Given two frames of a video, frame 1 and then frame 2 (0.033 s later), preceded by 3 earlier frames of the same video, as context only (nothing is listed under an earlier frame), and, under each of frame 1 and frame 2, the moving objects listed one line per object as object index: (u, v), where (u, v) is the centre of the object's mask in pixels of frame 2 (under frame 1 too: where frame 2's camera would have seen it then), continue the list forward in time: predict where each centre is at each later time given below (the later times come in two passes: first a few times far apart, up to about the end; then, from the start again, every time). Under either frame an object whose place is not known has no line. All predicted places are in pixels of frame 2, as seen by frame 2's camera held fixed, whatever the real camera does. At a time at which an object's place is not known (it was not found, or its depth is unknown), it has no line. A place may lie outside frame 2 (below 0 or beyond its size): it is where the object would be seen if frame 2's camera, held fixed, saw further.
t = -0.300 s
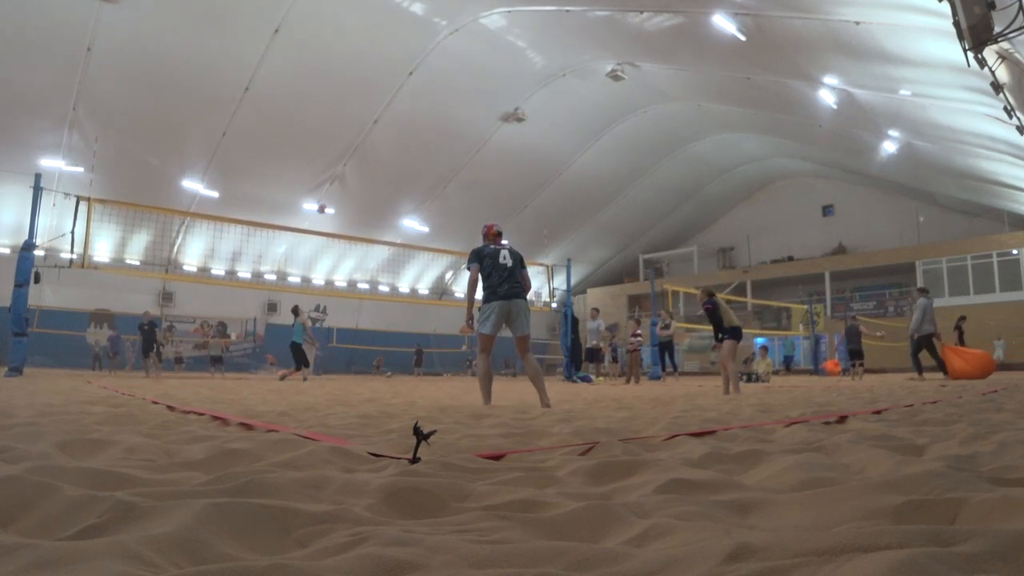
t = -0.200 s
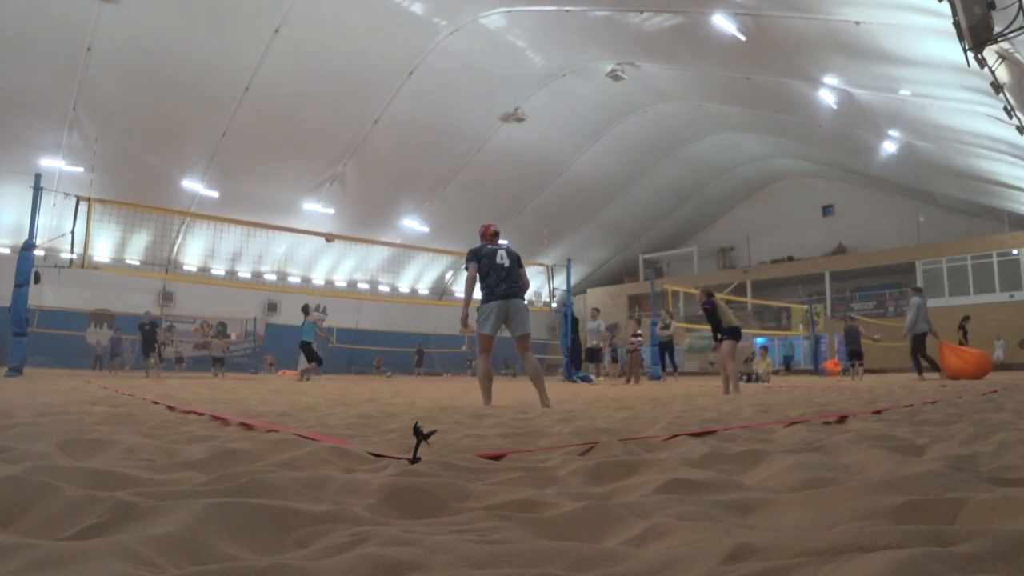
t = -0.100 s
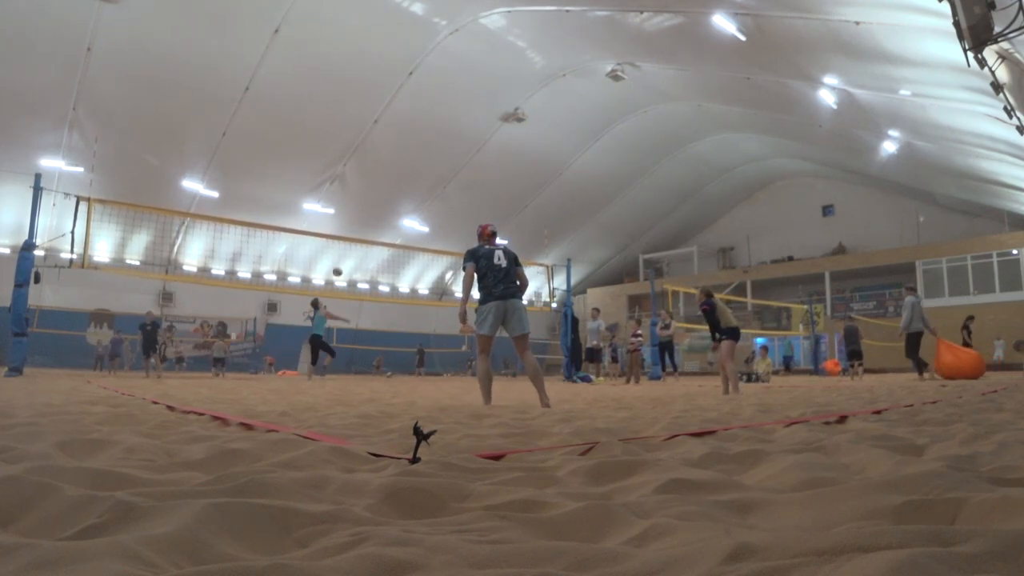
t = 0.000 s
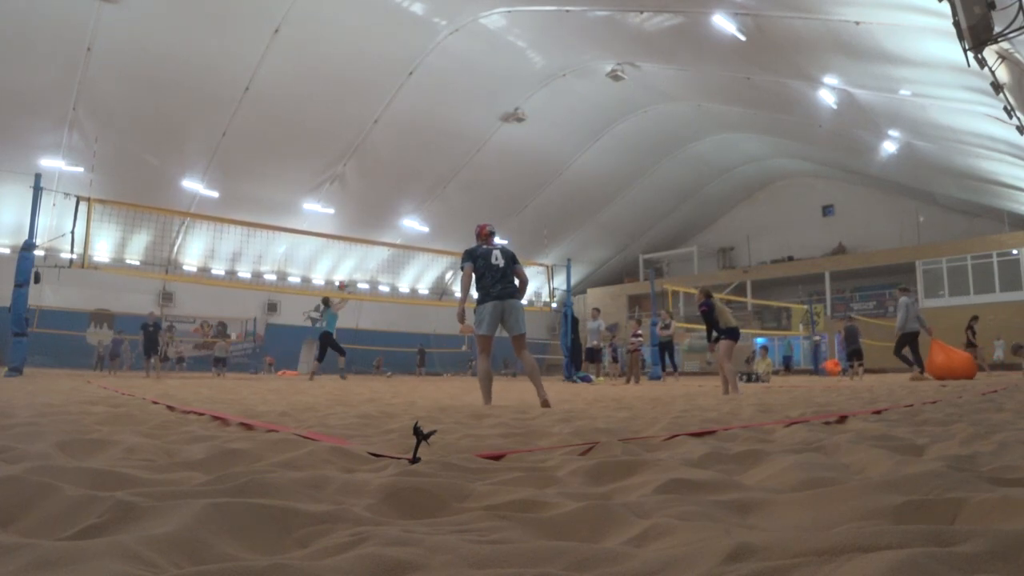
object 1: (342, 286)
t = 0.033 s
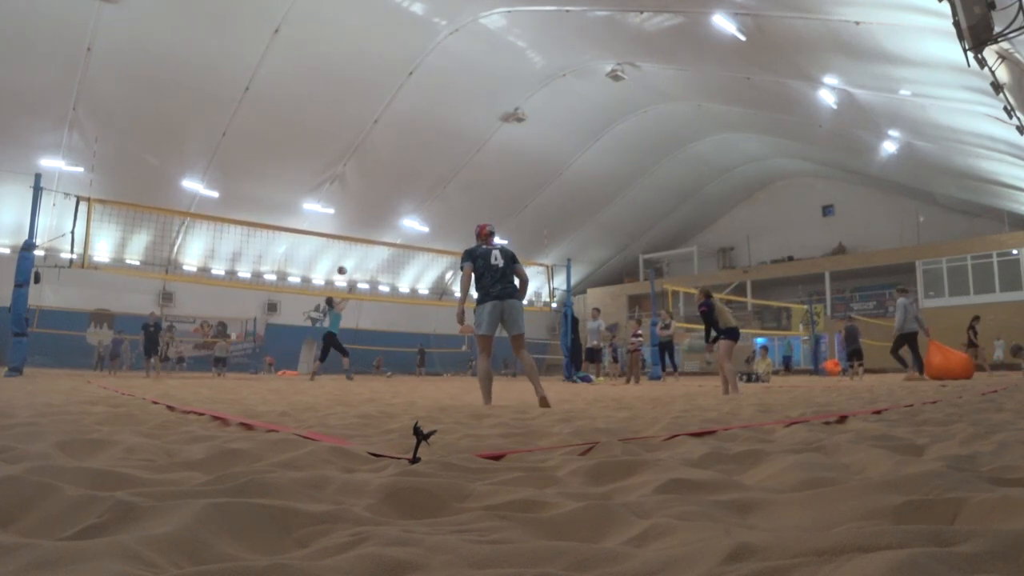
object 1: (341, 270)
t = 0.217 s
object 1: (339, 196)
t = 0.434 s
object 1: (334, 122)
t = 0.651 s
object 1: (326, 66)
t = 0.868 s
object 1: (312, 30)
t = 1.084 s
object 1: (289, 24)
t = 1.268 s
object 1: (258, 54)
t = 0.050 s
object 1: (341, 263)
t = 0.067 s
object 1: (341, 256)
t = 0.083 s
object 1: (341, 249)
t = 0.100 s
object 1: (340, 243)
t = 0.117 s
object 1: (339, 235)
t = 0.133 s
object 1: (340, 229)
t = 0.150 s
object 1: (340, 222)
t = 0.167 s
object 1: (340, 216)
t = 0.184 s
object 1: (339, 210)
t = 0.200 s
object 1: (339, 203)
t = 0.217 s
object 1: (339, 196)
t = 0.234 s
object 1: (339, 190)
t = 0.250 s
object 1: (338, 184)
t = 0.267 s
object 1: (338, 178)
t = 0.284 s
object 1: (337, 172)
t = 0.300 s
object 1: (338, 166)
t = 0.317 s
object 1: (337, 160)
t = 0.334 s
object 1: (337, 154)
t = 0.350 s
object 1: (337, 148)
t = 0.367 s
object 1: (336, 144)
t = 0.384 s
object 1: (335, 139)
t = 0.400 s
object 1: (335, 133)
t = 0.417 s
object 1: (335, 127)
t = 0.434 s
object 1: (334, 122)
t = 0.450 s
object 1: (334, 118)
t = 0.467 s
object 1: (333, 113)
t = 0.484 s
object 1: (332, 108)
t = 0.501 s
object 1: (332, 103)
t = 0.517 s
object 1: (331, 98)
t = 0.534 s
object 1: (331, 94)
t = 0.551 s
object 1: (330, 89)
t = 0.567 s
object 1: (329, 85)
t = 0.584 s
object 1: (328, 82)
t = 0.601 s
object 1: (328, 77)
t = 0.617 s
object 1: (327, 74)
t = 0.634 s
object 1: (326, 70)
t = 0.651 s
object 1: (326, 66)
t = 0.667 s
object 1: (325, 62)
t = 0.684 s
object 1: (323, 59)
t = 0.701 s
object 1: (322, 55)
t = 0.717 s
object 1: (322, 52)
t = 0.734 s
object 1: (321, 49)
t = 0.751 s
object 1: (320, 46)
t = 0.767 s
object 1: (319, 43)
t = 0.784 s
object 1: (318, 41)
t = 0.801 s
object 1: (316, 39)
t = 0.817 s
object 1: (315, 36)
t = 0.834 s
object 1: (314, 34)
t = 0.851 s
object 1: (313, 32)
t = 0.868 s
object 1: (312, 30)
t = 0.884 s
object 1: (310, 28)
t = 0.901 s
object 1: (309, 27)
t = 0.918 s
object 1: (307, 26)
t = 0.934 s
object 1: (306, 24)
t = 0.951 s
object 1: (304, 23)
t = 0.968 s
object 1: (302, 23)
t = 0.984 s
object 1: (301, 23)
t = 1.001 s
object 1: (299, 22)
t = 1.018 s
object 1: (297, 22)
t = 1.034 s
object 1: (295, 22)
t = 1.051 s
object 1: (293, 22)
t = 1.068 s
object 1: (292, 23)
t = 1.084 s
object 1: (289, 24)
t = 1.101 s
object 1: (286, 25)
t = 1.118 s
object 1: (284, 26)
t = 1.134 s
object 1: (282, 28)
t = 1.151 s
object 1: (279, 30)
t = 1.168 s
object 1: (276, 32)
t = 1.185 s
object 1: (274, 35)
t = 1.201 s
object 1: (271, 38)
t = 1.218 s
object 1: (268, 42)
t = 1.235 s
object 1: (265, 46)
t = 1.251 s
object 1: (262, 50)
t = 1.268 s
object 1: (258, 54)
